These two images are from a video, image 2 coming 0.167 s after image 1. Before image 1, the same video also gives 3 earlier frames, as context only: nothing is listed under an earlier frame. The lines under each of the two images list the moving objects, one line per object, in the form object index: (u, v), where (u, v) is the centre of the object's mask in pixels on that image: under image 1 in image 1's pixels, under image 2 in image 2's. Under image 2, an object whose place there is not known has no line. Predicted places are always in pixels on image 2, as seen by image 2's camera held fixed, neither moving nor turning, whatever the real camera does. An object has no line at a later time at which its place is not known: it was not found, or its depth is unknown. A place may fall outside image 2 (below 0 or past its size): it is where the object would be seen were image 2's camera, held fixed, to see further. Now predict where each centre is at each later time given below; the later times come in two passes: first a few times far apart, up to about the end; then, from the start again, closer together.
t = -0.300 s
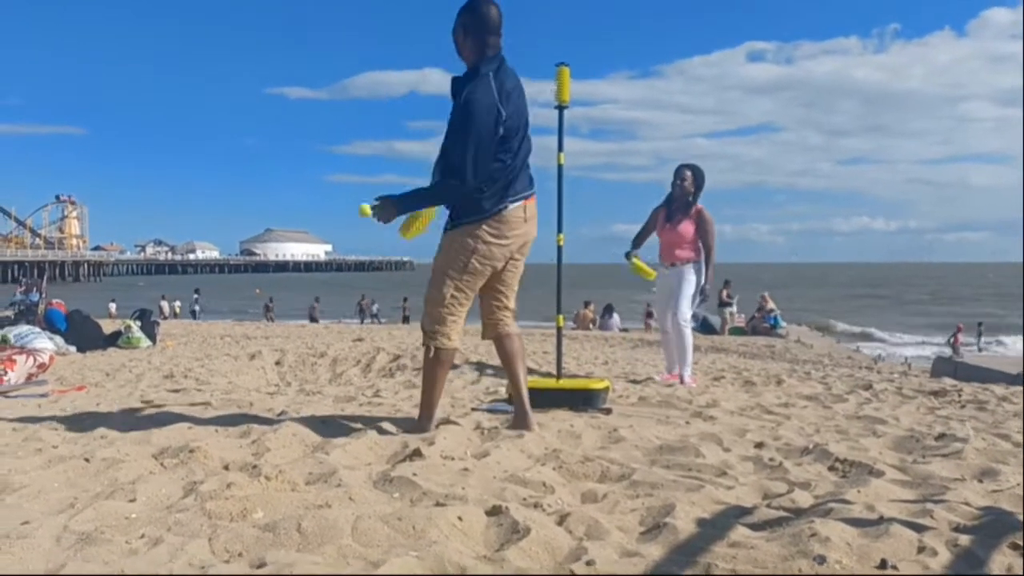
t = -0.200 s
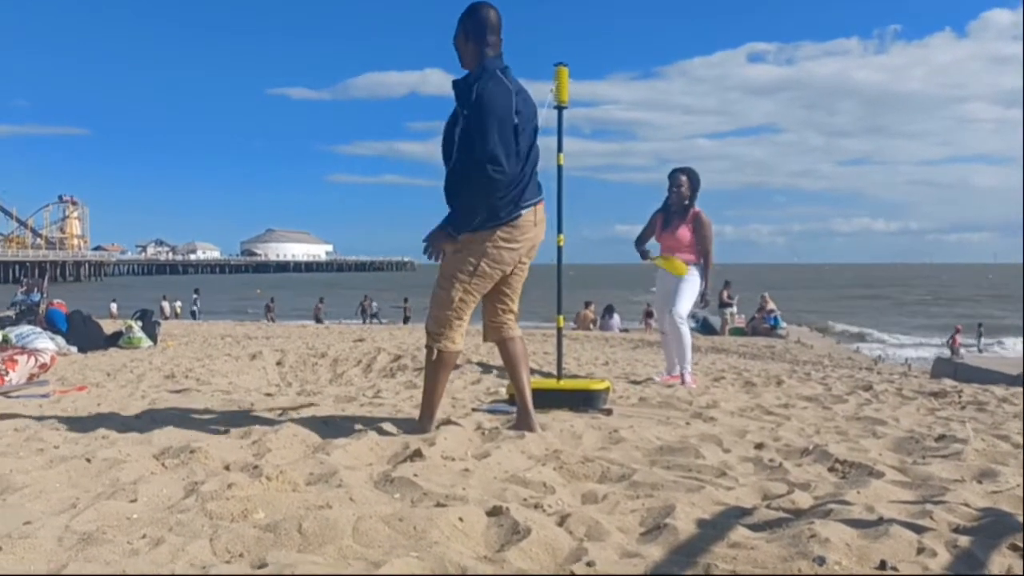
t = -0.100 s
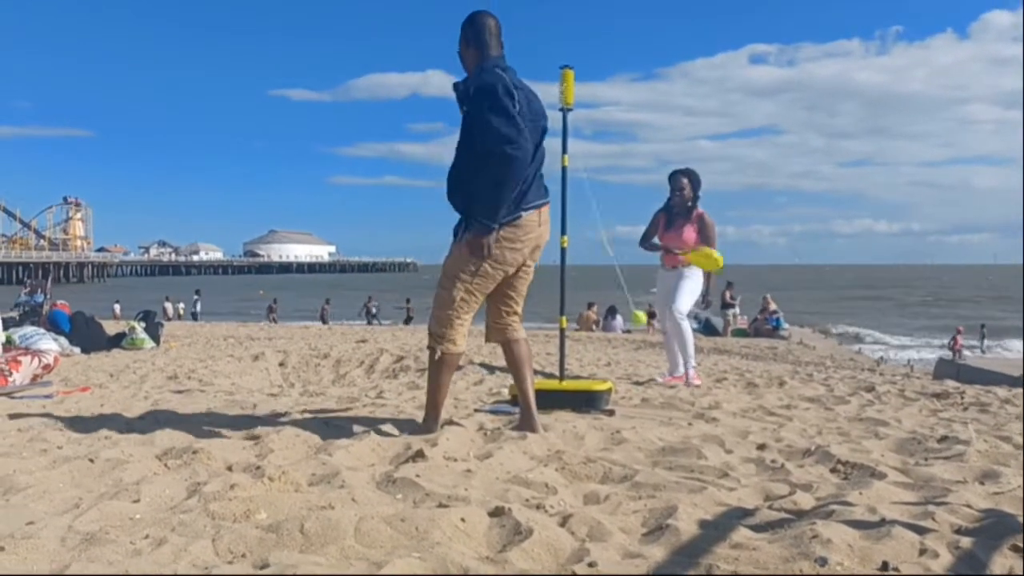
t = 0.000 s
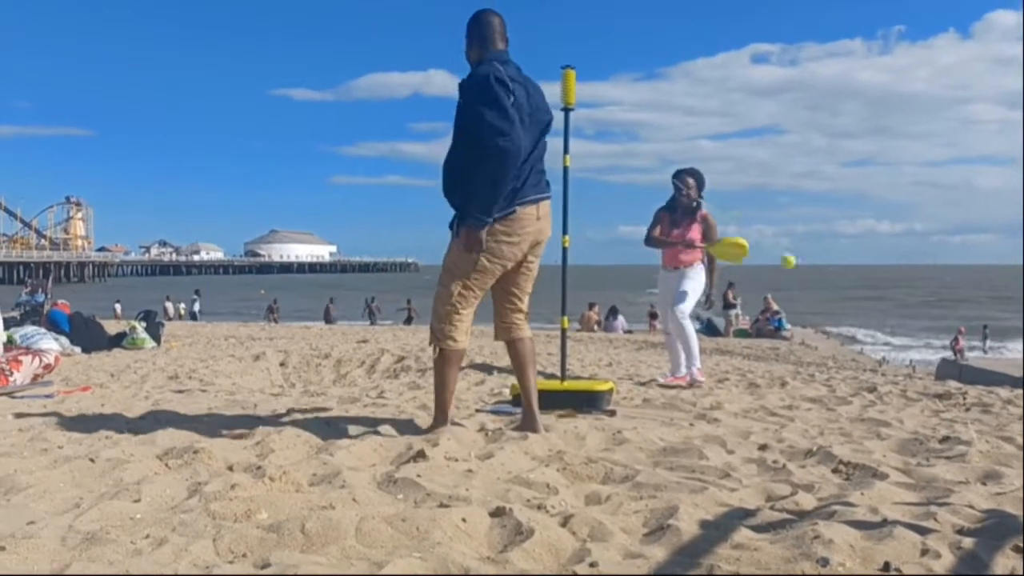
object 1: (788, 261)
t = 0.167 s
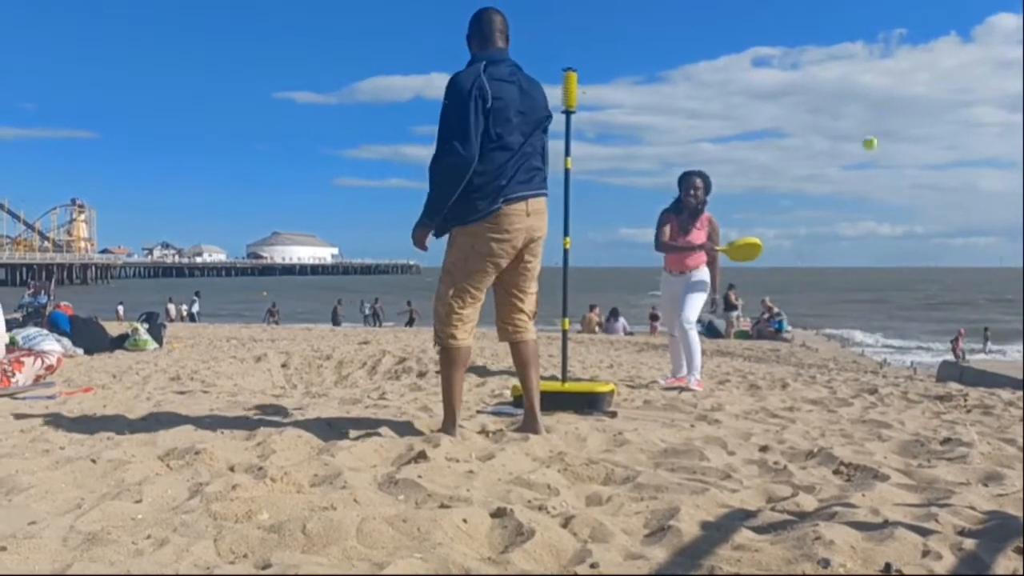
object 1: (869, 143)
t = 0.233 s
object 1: (862, 109)
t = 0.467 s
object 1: (781, 71)
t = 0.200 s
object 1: (868, 124)
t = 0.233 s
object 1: (862, 109)
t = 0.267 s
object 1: (854, 96)
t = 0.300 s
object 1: (844, 86)
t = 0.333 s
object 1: (832, 79)
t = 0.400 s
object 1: (807, 71)
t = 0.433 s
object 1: (794, 70)
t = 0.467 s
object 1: (781, 71)
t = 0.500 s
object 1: (766, 75)
